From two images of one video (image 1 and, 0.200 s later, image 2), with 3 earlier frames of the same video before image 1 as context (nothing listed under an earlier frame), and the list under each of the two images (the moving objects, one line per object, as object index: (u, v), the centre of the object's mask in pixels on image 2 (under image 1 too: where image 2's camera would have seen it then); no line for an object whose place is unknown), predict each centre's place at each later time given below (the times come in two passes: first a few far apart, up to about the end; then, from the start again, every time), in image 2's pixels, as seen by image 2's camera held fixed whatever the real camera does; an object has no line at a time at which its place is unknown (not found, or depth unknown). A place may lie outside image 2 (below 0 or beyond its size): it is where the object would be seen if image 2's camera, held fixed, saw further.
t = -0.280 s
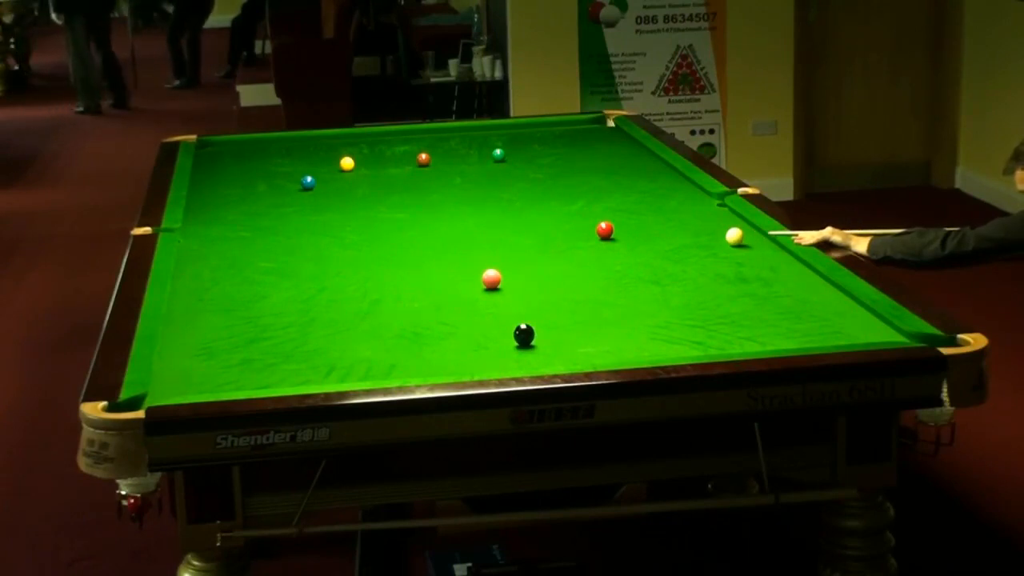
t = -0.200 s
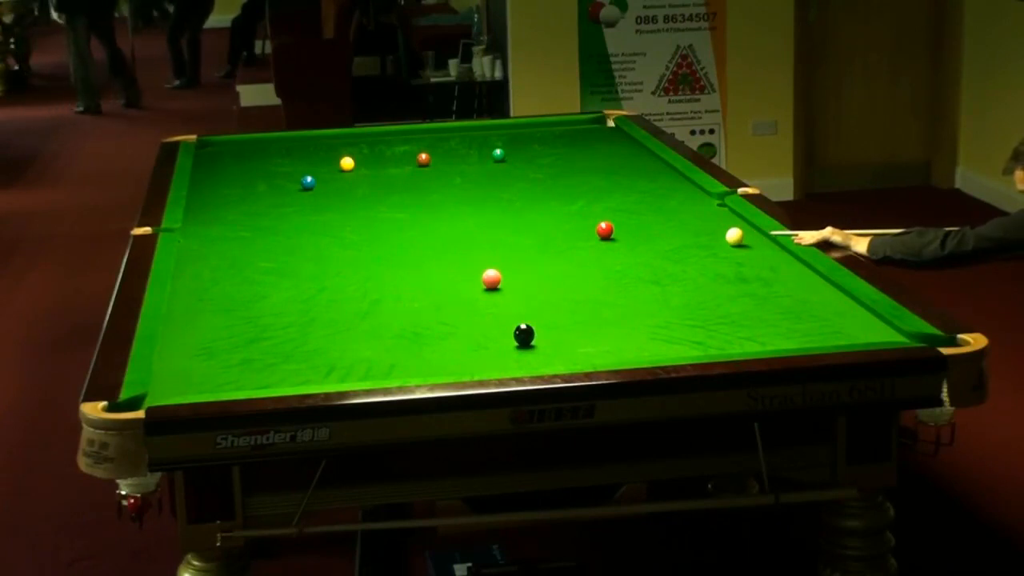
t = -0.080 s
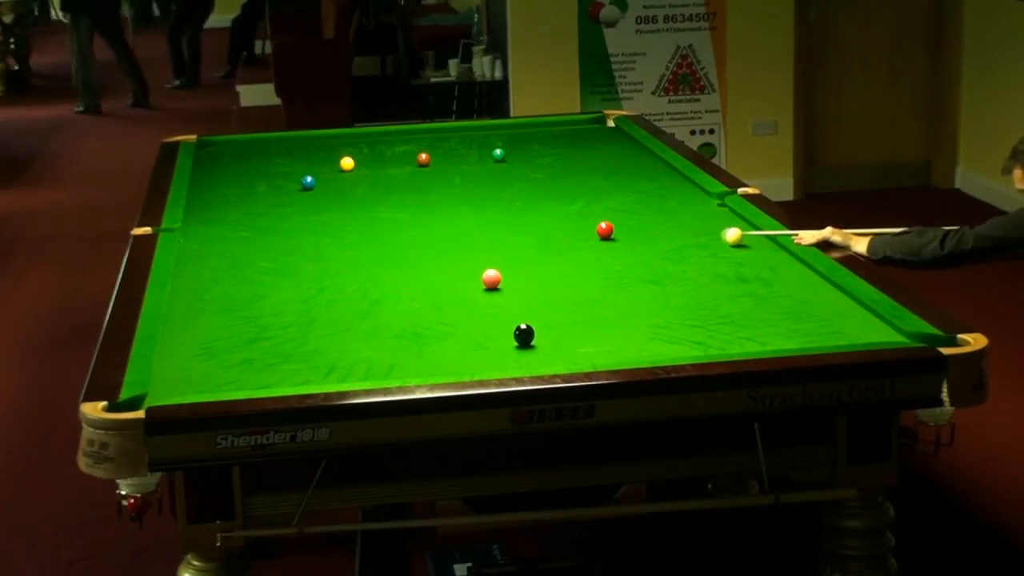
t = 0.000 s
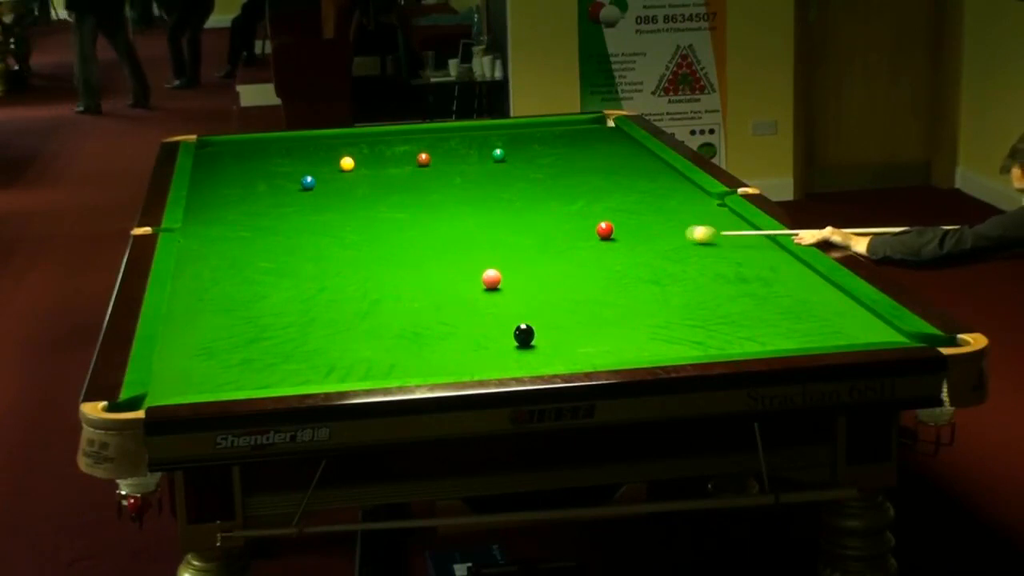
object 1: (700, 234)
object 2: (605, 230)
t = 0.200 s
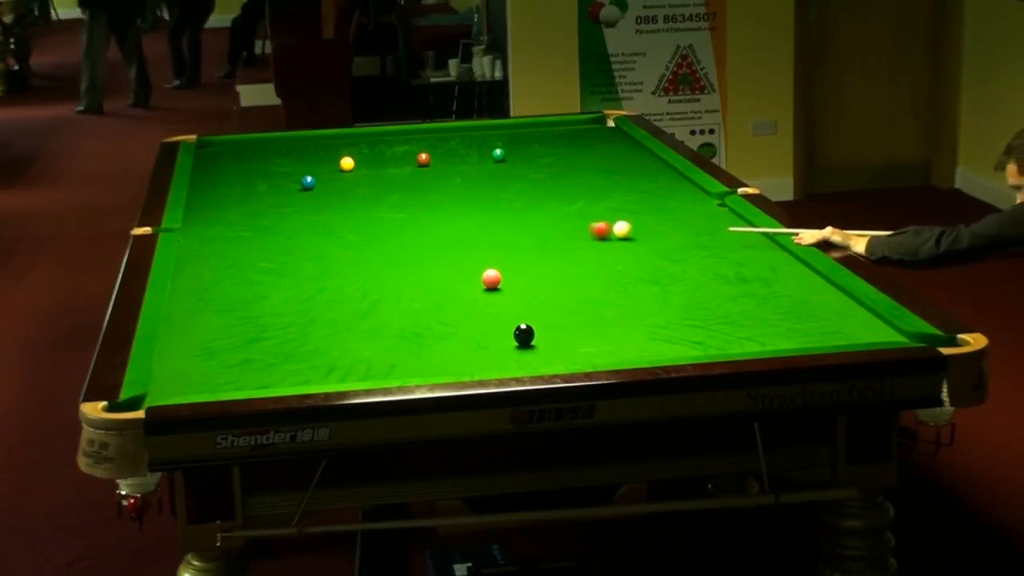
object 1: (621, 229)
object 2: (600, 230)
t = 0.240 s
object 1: (620, 228)
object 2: (586, 229)
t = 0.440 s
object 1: (604, 224)
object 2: (528, 229)
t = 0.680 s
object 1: (584, 219)
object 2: (469, 229)
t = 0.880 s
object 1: (567, 216)
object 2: (421, 229)
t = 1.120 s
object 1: (550, 212)
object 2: (366, 230)
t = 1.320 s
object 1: (536, 209)
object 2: (322, 229)
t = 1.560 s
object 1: (521, 206)
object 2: (271, 230)
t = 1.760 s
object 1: (509, 203)
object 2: (230, 230)
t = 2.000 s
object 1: (497, 200)
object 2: (184, 230)
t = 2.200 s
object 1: (487, 198)
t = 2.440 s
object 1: (476, 196)
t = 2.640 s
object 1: (468, 194)
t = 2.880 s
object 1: (459, 192)
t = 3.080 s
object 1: (452, 191)
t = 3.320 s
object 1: (445, 189)
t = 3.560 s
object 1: (439, 188)
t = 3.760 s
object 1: (434, 187)
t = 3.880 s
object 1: (432, 186)
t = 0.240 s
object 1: (620, 228)
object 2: (586, 229)
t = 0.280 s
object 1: (618, 228)
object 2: (572, 230)
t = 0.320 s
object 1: (615, 227)
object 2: (560, 230)
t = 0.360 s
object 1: (611, 226)
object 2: (548, 229)
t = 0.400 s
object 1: (608, 225)
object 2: (539, 230)
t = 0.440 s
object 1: (604, 224)
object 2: (528, 229)
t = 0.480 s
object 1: (601, 223)
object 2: (518, 229)
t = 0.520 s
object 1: (597, 223)
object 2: (508, 229)
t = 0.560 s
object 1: (594, 222)
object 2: (498, 230)
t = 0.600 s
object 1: (590, 221)
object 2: (488, 229)
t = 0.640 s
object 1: (587, 220)
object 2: (478, 229)
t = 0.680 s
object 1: (584, 219)
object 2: (469, 229)
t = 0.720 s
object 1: (580, 218)
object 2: (459, 229)
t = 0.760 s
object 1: (577, 218)
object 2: (449, 229)
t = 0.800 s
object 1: (574, 217)
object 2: (440, 229)
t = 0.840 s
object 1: (571, 216)
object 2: (430, 229)
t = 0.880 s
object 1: (567, 216)
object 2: (421, 229)
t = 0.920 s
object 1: (564, 215)
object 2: (412, 229)
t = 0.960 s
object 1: (561, 214)
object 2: (403, 229)
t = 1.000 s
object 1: (559, 214)
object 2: (393, 230)
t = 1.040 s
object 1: (556, 213)
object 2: (384, 230)
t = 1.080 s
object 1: (553, 213)
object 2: (375, 229)
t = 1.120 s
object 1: (550, 212)
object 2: (366, 230)
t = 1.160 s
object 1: (547, 211)
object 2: (358, 230)
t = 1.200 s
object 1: (544, 211)
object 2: (349, 229)
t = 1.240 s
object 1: (542, 210)
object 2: (340, 230)
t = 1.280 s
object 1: (539, 209)
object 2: (331, 230)
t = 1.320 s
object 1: (536, 209)
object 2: (322, 229)
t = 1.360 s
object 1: (534, 208)
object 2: (313, 230)
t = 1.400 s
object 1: (531, 208)
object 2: (305, 230)
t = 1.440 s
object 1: (528, 207)
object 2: (297, 230)
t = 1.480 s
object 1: (526, 207)
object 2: (288, 230)
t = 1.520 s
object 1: (523, 206)
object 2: (279, 230)
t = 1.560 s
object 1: (521, 206)
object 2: (271, 230)
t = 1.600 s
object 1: (519, 205)
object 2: (263, 230)
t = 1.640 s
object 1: (516, 204)
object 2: (255, 230)
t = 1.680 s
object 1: (514, 204)
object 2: (247, 230)
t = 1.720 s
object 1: (512, 203)
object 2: (238, 230)
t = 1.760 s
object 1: (509, 203)
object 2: (230, 230)
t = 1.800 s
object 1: (507, 202)
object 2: (223, 230)
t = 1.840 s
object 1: (505, 202)
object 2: (215, 230)
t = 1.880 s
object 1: (503, 201)
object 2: (207, 230)
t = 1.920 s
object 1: (501, 201)
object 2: (199, 230)
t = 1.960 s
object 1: (499, 201)
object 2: (191, 230)
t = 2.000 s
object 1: (497, 200)
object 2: (184, 230)
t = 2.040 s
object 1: (495, 200)
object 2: (178, 229)
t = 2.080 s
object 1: (493, 199)
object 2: (176, 231)
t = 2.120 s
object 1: (491, 199)
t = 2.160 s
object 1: (489, 198)
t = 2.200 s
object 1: (487, 198)
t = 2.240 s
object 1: (485, 197)
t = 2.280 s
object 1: (483, 197)
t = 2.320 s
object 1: (481, 197)
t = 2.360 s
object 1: (480, 196)
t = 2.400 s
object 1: (478, 196)
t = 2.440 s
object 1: (476, 196)
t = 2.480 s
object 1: (475, 195)
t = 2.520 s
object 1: (473, 195)
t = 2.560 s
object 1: (471, 195)
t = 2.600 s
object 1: (470, 194)
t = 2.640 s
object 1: (468, 194)
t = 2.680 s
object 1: (467, 194)
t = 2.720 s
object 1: (465, 193)
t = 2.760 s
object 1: (464, 193)
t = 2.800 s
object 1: (462, 193)
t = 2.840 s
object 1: (461, 192)
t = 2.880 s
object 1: (459, 192)
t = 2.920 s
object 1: (458, 192)
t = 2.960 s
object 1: (456, 192)
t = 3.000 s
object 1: (455, 192)
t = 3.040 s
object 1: (454, 191)
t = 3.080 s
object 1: (452, 191)
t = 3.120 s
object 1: (451, 191)
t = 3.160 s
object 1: (450, 190)
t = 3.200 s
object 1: (449, 190)
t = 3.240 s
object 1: (447, 190)
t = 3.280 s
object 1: (446, 190)
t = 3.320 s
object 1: (445, 189)
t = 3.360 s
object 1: (444, 189)
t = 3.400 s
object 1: (443, 189)
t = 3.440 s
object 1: (442, 189)
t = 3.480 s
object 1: (441, 188)
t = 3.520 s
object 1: (440, 188)
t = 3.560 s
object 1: (439, 188)
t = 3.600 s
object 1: (438, 188)
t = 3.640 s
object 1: (437, 187)
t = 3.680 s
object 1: (436, 187)
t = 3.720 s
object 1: (435, 187)
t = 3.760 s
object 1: (434, 187)
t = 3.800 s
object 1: (434, 187)
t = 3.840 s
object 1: (433, 187)
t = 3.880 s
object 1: (432, 186)
